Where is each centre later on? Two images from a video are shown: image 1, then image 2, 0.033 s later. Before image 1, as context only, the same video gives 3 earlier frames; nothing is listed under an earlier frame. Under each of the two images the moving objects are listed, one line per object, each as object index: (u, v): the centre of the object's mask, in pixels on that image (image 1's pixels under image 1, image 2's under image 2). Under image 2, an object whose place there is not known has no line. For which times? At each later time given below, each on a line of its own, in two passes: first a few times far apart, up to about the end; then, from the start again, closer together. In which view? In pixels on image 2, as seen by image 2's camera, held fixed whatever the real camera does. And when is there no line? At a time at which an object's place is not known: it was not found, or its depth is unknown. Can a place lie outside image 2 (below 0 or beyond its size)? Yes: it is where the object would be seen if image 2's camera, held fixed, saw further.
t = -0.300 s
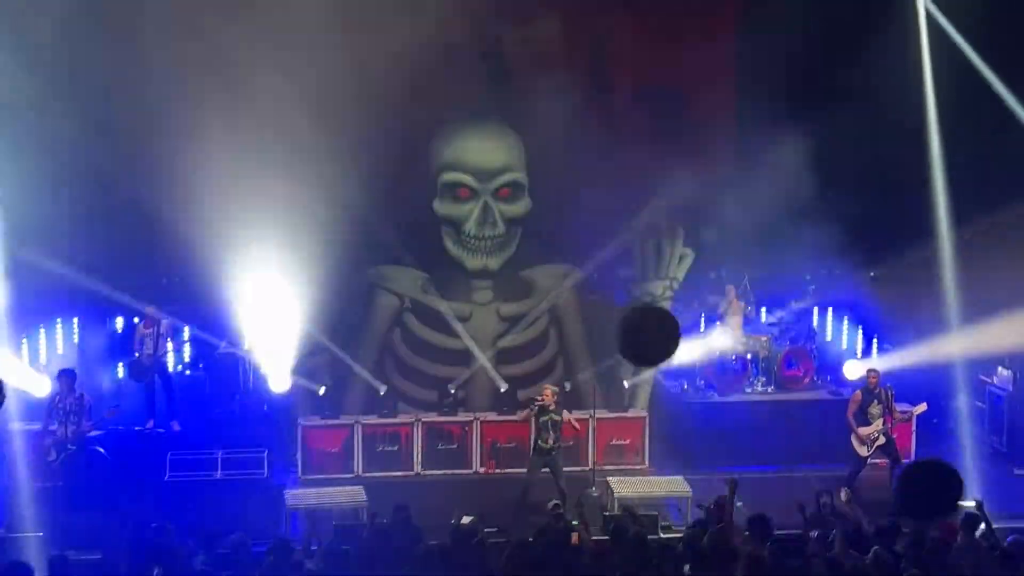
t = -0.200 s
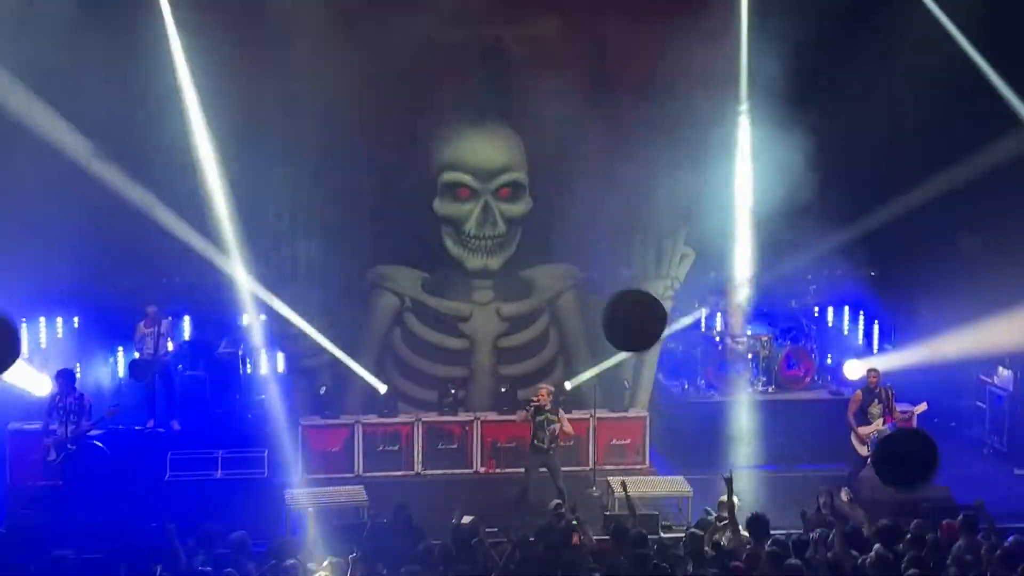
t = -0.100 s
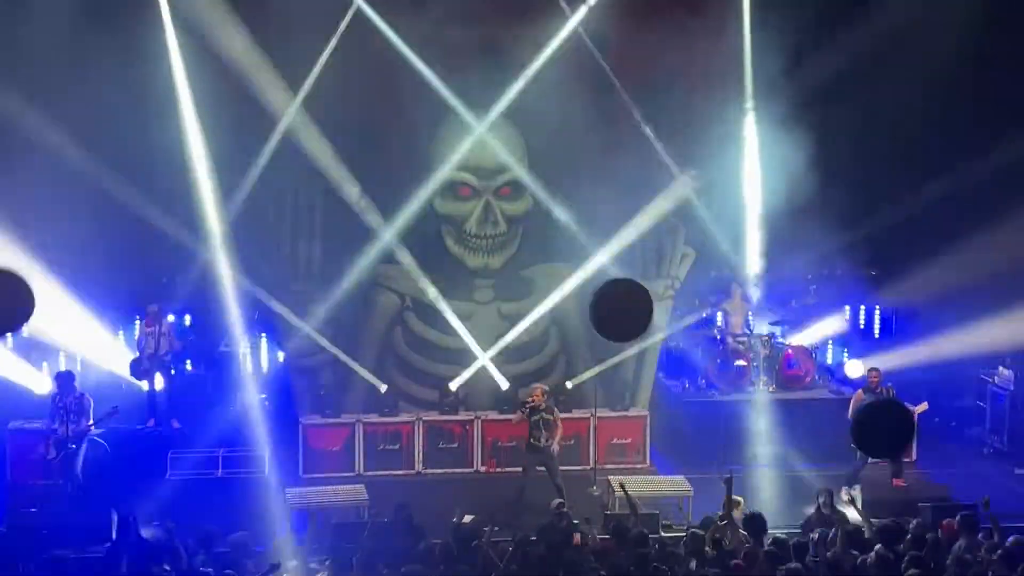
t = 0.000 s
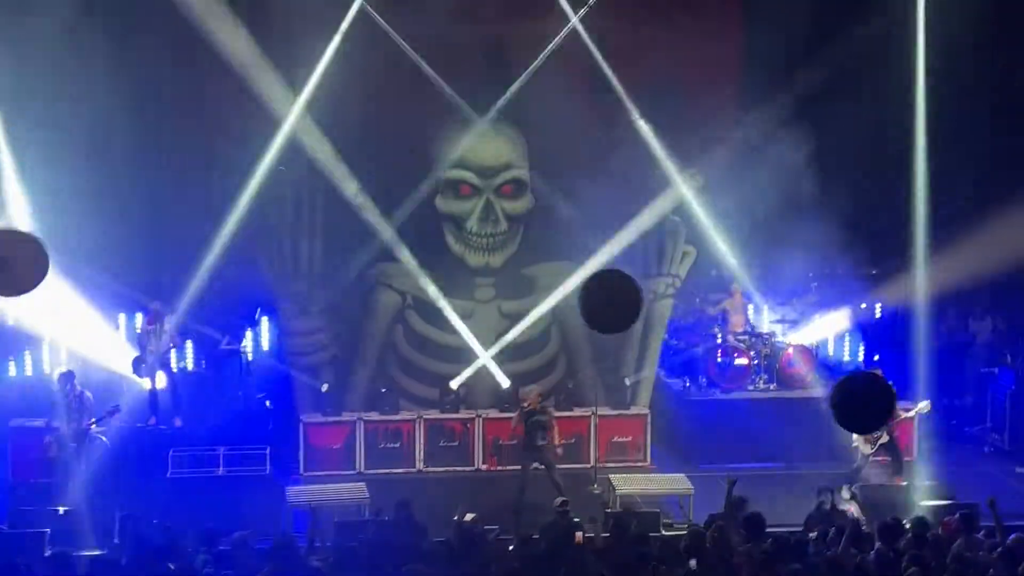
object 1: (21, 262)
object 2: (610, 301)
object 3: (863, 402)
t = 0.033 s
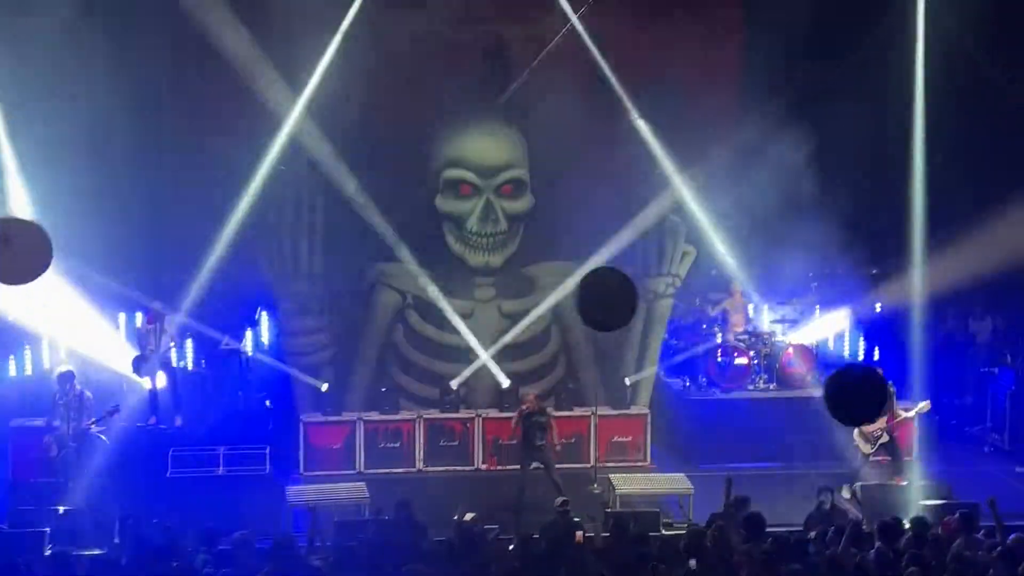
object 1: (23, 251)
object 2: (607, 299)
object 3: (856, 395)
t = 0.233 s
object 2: (586, 295)
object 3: (822, 362)
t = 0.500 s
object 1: (57, 133)
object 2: (565, 306)
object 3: (785, 336)
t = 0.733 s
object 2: (551, 329)
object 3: (760, 327)
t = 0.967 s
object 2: (542, 361)
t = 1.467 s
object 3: (707, 352)
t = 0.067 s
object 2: (603, 298)
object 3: (850, 388)
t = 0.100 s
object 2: (599, 297)
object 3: (843, 382)
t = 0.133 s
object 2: (596, 296)
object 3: (838, 376)
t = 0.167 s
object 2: (593, 296)
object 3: (832, 371)
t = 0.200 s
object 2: (590, 296)
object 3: (827, 366)
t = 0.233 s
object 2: (586, 295)
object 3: (822, 362)
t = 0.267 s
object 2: (583, 296)
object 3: (817, 357)
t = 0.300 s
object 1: (37, 175)
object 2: (580, 297)
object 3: (811, 353)
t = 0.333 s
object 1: (46, 175)
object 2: (577, 298)
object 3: (807, 350)
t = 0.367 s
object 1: (45, 163)
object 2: (574, 299)
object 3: (802, 346)
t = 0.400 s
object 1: (48, 152)
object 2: (572, 300)
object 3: (797, 343)
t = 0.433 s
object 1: (51, 145)
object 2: (569, 302)
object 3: (794, 341)
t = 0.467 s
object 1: (54, 139)
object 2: (567, 304)
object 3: (790, 338)
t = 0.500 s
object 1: (57, 133)
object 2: (565, 306)
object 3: (785, 336)
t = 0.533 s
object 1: (59, 127)
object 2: (563, 309)
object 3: (781, 334)
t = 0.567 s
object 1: (63, 122)
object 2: (561, 312)
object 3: (778, 332)
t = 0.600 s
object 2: (559, 315)
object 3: (775, 331)
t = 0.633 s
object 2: (555, 318)
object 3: (770, 329)
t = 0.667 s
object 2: (554, 322)
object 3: (767, 328)
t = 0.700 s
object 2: (552, 326)
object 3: (763, 328)
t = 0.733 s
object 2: (551, 329)
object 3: (760, 327)
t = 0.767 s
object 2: (549, 333)
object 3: (757, 326)
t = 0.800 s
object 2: (548, 337)
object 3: (754, 326)
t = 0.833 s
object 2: (546, 341)
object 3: (751, 325)
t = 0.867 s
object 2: (546, 346)
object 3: (748, 325)
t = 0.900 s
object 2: (544, 351)
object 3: (745, 325)
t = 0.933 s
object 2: (543, 356)
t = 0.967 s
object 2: (542, 361)
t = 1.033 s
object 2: (540, 373)
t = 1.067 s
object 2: (540, 378)
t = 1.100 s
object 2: (540, 384)
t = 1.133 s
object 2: (540, 390)
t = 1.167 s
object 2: (540, 396)
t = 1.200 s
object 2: (540, 402)
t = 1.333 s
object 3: (715, 342)
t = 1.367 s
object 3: (712, 345)
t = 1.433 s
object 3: (708, 349)
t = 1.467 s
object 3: (707, 352)
